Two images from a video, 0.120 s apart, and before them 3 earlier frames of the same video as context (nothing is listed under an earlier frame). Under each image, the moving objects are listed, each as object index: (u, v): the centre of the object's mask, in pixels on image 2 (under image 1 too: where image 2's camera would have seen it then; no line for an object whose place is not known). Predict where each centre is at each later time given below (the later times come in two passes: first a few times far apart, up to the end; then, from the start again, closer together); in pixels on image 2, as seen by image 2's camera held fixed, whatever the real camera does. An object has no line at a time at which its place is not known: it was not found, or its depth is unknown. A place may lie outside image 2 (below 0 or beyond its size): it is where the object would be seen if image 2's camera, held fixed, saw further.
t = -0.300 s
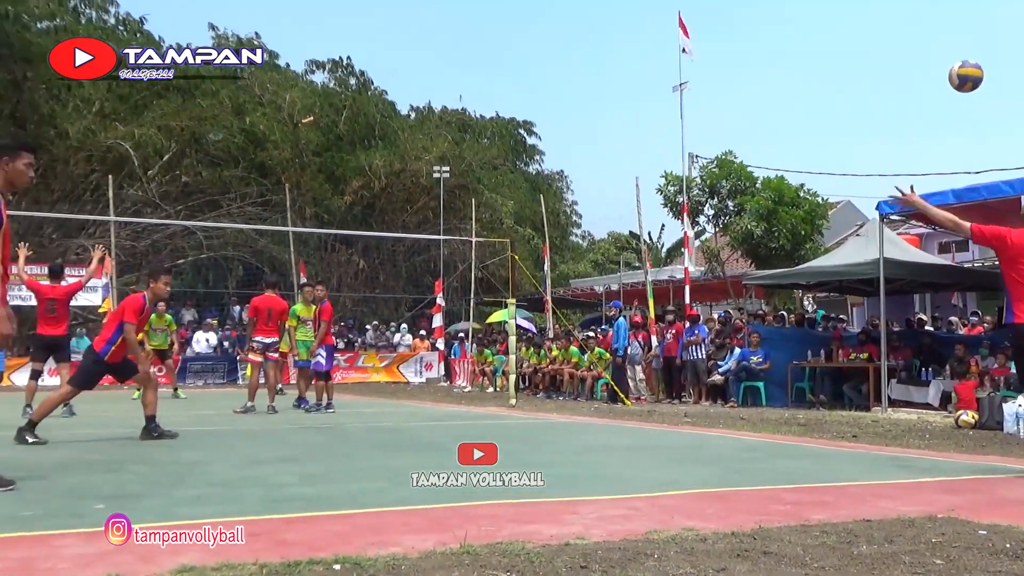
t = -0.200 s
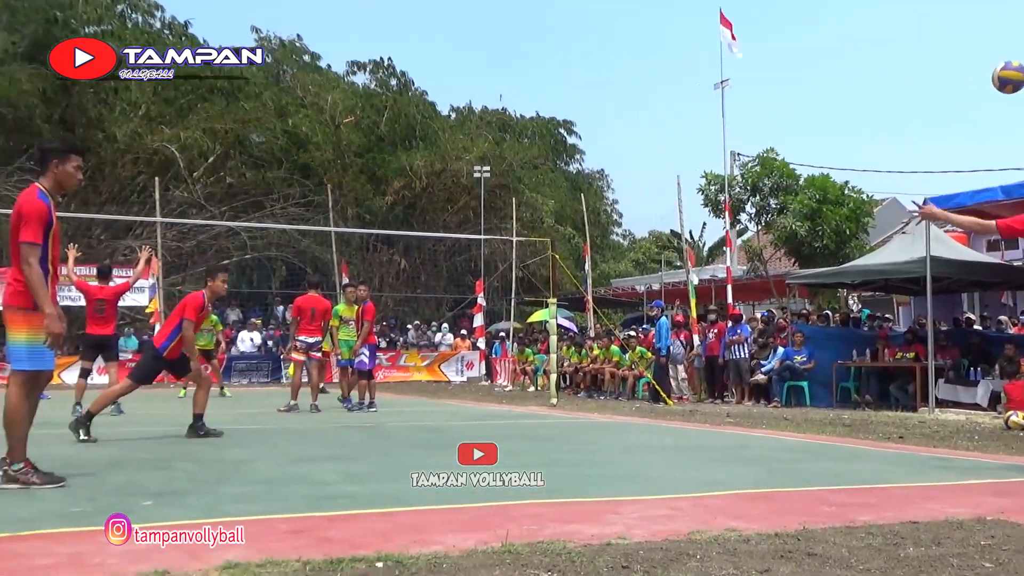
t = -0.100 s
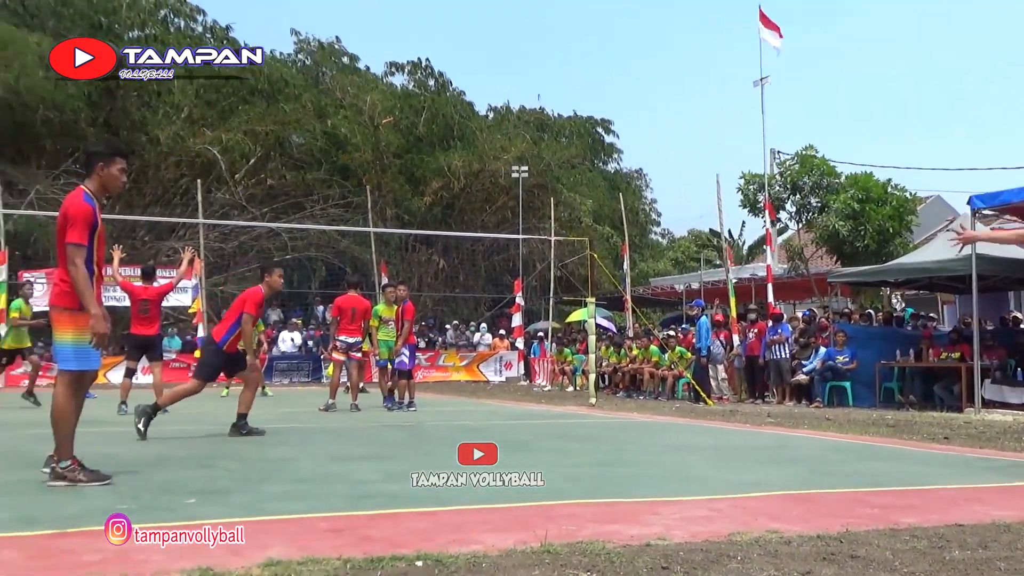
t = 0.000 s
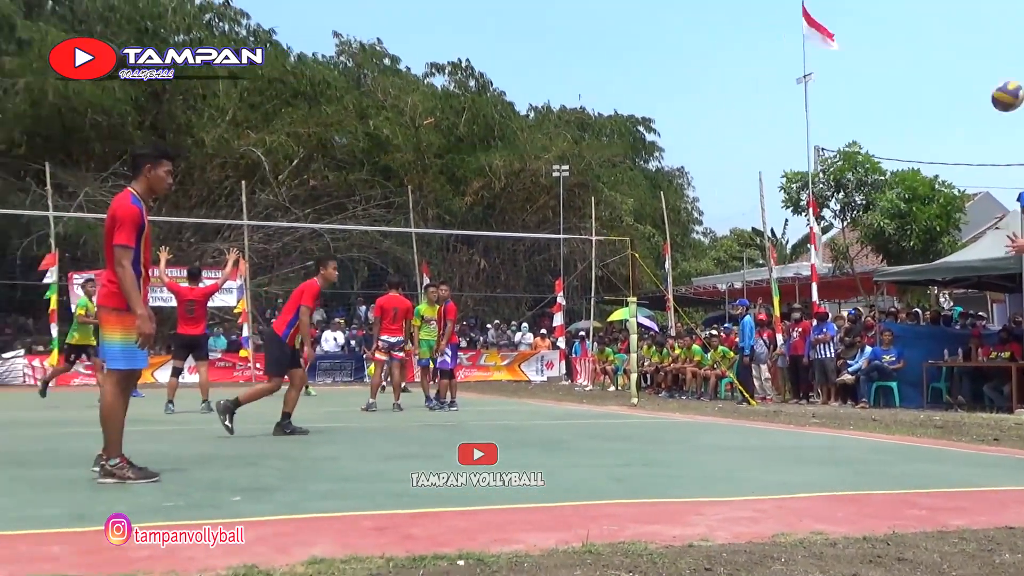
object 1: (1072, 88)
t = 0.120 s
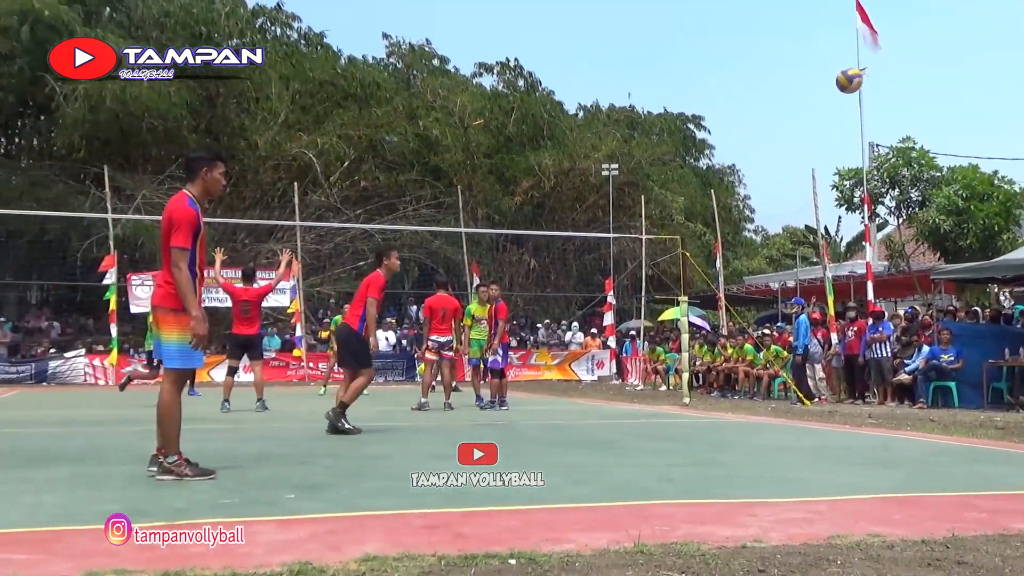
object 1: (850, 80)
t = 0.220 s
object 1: (719, 84)
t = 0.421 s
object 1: (539, 113)
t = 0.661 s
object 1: (401, 164)
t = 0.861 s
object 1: (318, 216)
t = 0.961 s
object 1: (283, 244)
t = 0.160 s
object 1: (793, 81)
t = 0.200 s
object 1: (742, 83)
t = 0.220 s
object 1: (719, 84)
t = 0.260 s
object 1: (676, 89)
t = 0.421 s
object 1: (539, 113)
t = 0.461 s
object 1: (511, 118)
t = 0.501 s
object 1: (485, 125)
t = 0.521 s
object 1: (475, 131)
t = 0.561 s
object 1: (452, 140)
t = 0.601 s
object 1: (430, 150)
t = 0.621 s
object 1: (421, 154)
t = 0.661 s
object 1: (401, 164)
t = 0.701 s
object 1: (383, 174)
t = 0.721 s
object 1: (373, 179)
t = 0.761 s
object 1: (357, 189)
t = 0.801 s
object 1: (341, 199)
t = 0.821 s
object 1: (333, 205)
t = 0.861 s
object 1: (318, 216)
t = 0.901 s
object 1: (305, 229)
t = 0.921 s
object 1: (296, 233)
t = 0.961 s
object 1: (283, 244)
